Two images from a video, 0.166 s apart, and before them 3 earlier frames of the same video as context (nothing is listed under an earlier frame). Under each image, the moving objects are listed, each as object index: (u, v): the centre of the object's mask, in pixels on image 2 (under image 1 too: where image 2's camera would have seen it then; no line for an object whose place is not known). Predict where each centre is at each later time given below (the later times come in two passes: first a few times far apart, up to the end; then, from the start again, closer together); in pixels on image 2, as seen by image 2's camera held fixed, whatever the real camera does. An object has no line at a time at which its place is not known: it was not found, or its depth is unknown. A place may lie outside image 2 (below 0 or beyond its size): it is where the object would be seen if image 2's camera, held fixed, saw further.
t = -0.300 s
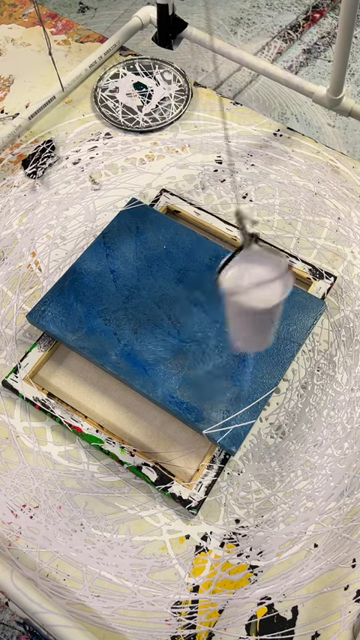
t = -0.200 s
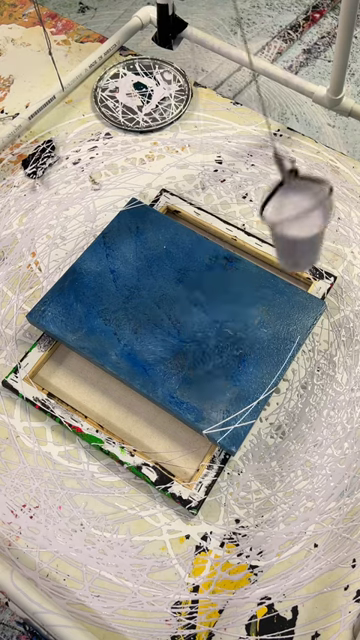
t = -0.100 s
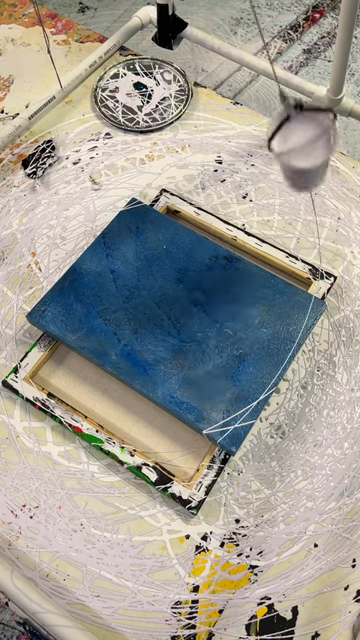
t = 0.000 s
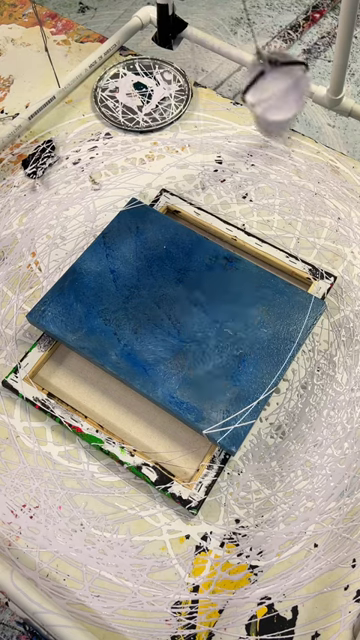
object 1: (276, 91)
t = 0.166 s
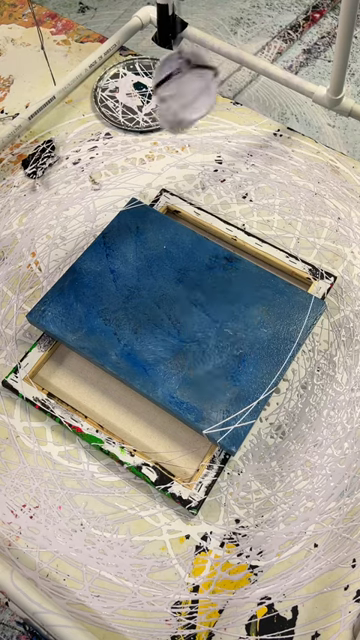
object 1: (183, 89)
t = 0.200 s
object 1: (162, 102)
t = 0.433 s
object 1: (54, 248)
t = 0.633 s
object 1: (94, 365)
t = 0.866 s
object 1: (251, 317)
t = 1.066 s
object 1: (279, 166)
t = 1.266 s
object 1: (202, 73)
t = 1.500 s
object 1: (91, 155)
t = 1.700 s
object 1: (82, 303)
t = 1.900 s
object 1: (192, 374)
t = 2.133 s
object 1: (285, 266)
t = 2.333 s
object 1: (233, 128)
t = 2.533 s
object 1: (130, 84)
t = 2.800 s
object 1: (74, 230)
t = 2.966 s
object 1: (143, 337)
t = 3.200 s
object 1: (287, 333)
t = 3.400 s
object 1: (281, 215)
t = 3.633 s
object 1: (155, 104)
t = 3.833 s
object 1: (62, 129)
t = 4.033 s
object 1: (81, 255)
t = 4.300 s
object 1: (264, 338)
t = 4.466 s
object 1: (324, 277)
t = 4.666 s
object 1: (251, 180)
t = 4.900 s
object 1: (95, 118)
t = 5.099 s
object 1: (36, 178)
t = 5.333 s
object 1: (145, 305)
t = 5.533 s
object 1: (300, 304)
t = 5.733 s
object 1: (324, 223)
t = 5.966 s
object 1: (180, 149)
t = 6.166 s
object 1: (50, 148)
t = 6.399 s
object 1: (51, 248)
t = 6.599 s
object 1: (201, 308)
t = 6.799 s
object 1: (329, 256)
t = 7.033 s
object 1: (279, 174)
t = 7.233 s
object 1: (130, 155)
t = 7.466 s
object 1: (26, 202)
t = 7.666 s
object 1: (88, 286)
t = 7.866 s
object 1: (252, 288)
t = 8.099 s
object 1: (329, 194)
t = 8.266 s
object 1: (256, 157)
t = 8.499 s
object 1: (89, 177)
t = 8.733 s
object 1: (29, 251)
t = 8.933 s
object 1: (138, 305)
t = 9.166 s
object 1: (301, 236)
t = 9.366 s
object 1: (303, 156)
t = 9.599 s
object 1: (163, 160)
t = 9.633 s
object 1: (140, 168)
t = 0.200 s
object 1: (162, 102)
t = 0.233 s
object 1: (141, 117)
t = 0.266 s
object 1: (122, 134)
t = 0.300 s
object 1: (104, 156)
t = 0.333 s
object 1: (88, 178)
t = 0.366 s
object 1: (73, 200)
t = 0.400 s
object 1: (62, 225)
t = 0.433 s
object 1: (54, 248)
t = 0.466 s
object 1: (50, 273)
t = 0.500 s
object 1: (50, 295)
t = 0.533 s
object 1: (53, 317)
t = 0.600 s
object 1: (77, 353)
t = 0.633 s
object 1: (94, 365)
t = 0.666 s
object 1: (116, 372)
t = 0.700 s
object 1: (140, 375)
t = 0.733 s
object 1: (164, 373)
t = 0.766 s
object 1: (189, 366)
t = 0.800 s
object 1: (212, 354)
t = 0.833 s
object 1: (233, 338)
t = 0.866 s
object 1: (251, 317)
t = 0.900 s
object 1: (265, 293)
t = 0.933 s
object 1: (275, 269)
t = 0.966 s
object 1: (281, 243)
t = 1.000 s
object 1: (284, 217)
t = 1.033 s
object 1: (283, 191)
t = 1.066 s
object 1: (279, 166)
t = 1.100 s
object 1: (271, 141)
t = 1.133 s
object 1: (261, 120)
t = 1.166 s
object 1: (247, 104)
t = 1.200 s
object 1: (234, 89)
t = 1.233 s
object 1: (220, 79)
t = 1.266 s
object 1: (202, 73)
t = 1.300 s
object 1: (184, 73)
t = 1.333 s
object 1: (167, 77)
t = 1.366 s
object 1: (149, 86)
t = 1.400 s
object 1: (133, 98)
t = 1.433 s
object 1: (118, 113)
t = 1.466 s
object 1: (103, 133)
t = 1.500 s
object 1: (91, 155)
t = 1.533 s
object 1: (82, 179)
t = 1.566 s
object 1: (75, 204)
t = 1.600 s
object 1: (72, 229)
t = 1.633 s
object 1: (71, 256)
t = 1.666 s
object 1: (74, 280)
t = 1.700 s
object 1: (82, 303)
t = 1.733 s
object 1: (93, 325)
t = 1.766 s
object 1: (108, 343)
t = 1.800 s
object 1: (126, 357)
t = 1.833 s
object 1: (147, 368)
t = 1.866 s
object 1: (169, 374)
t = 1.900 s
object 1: (192, 374)
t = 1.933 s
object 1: (214, 369)
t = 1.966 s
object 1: (234, 361)
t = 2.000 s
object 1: (251, 348)
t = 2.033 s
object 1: (265, 330)
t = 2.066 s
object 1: (276, 311)
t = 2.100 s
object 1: (283, 288)
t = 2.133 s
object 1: (285, 266)
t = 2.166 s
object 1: (283, 242)
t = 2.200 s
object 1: (278, 217)
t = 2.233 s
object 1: (271, 193)
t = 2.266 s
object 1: (260, 170)
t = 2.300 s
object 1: (247, 147)
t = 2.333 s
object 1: (233, 128)
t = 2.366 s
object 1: (217, 110)
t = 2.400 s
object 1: (200, 97)
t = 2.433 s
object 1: (182, 88)
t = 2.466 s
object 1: (165, 82)
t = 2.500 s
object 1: (148, 80)
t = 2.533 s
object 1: (130, 84)
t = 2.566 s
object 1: (115, 91)
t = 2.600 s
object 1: (101, 103)
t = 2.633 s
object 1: (89, 118)
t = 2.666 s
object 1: (79, 136)
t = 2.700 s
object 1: (72, 158)
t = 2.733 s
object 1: (69, 180)
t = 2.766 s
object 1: (69, 204)
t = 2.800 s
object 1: (74, 230)
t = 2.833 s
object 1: (80, 255)
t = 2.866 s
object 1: (91, 279)
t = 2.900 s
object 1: (105, 302)
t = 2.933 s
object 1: (123, 322)
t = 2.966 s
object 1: (143, 337)
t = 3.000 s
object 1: (165, 350)
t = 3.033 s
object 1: (189, 358)
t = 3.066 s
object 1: (212, 362)
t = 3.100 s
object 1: (235, 360)
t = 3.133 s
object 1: (256, 353)
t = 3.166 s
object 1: (273, 344)
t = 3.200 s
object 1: (287, 333)
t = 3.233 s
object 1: (298, 314)
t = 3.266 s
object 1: (303, 296)
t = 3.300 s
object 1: (304, 277)
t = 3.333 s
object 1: (300, 256)
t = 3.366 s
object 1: (292, 236)
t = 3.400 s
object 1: (281, 215)
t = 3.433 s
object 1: (268, 194)
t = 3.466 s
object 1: (252, 176)
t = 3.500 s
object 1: (234, 155)
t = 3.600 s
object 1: (174, 112)
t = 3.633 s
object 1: (155, 104)
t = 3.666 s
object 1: (136, 98)
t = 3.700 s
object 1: (117, 97)
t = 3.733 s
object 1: (100, 99)
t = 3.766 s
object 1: (85, 106)
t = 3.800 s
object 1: (72, 116)
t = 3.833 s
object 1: (62, 129)
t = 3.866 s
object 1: (56, 146)
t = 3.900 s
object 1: (53, 165)
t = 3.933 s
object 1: (53, 186)
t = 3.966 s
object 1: (59, 209)
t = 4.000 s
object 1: (68, 232)
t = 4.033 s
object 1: (81, 255)
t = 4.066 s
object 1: (97, 277)
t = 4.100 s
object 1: (117, 297)
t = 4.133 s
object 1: (139, 313)
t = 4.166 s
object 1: (163, 326)
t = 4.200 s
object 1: (189, 336)
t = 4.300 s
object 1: (264, 338)
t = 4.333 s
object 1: (285, 331)
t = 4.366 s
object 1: (302, 321)
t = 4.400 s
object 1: (315, 308)
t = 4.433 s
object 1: (322, 293)
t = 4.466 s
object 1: (324, 277)
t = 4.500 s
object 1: (322, 260)
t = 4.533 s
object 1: (315, 241)
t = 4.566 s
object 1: (303, 226)
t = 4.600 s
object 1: (288, 208)
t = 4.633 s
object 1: (271, 194)
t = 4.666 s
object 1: (251, 180)
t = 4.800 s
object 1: (159, 129)
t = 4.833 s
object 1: (139, 122)
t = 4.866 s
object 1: (116, 119)
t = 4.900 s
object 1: (95, 118)
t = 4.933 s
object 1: (78, 121)
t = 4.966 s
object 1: (62, 133)
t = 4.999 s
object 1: (50, 135)
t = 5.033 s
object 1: (42, 146)
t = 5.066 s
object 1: (37, 161)
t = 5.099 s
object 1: (36, 178)
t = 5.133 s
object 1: (38, 199)
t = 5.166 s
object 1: (47, 216)
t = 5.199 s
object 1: (60, 237)
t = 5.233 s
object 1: (76, 258)
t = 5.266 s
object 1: (96, 276)
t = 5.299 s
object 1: (119, 292)
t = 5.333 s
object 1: (145, 305)
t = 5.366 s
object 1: (172, 314)
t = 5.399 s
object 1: (200, 320)
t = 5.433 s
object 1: (228, 322)
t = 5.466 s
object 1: (254, 320)
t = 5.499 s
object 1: (280, 314)
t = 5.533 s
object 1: (300, 304)
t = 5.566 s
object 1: (317, 292)
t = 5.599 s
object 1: (328, 281)
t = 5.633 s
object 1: (331, 267)
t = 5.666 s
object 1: (333, 253)
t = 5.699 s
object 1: (331, 239)
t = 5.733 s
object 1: (324, 223)
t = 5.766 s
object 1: (311, 210)
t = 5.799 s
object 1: (294, 197)
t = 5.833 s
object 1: (275, 186)
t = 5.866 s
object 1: (254, 177)
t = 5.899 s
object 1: (229, 164)
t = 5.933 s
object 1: (205, 156)
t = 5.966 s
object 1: (180, 149)
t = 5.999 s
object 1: (155, 144)
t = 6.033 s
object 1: (130, 141)
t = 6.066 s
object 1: (107, 140)
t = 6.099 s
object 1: (85, 140)
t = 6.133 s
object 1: (66, 143)
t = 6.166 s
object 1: (50, 148)
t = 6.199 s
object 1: (37, 156)
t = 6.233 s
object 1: (31, 166)
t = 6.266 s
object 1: (28, 180)
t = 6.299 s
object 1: (28, 195)
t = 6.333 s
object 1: (30, 211)
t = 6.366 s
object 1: (37, 230)
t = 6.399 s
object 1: (51, 248)
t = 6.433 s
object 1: (69, 264)
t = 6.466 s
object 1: (92, 279)
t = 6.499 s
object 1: (116, 291)
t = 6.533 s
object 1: (144, 300)
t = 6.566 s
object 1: (172, 307)
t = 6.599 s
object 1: (201, 308)
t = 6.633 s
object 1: (230, 307)
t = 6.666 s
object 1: (257, 302)
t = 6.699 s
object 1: (282, 292)
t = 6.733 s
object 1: (302, 281)
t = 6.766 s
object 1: (320, 268)
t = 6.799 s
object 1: (329, 256)
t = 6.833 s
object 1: (333, 242)
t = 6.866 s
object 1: (334, 229)
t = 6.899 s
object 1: (332, 216)
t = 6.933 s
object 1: (327, 203)
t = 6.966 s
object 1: (315, 191)
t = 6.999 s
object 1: (299, 183)
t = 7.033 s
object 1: (279, 174)
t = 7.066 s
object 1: (256, 167)
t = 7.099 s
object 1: (233, 162)
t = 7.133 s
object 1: (207, 158)
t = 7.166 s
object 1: (182, 155)
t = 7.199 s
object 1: (156, 154)
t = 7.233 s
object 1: (130, 155)
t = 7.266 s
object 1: (107, 157)
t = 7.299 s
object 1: (83, 161)
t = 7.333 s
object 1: (64, 165)
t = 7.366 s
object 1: (46, 174)
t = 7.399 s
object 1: (34, 180)
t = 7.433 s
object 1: (28, 190)
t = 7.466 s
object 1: (26, 202)
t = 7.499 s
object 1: (26, 215)
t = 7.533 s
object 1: (27, 230)
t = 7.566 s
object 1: (34, 245)
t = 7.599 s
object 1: (47, 262)
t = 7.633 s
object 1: (66, 275)
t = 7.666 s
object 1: (88, 286)
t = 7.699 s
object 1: (113, 294)
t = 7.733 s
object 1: (141, 300)
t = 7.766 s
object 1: (169, 303)
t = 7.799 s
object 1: (198, 301)
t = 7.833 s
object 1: (226, 296)
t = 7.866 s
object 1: (252, 288)
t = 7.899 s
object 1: (276, 276)
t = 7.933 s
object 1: (296, 263)
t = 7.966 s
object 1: (313, 249)
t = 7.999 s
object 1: (324, 234)
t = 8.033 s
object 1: (330, 221)
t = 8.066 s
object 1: (331, 207)
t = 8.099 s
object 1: (329, 194)
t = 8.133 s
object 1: (324, 183)
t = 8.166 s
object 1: (312, 174)
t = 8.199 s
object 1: (297, 167)
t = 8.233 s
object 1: (277, 161)
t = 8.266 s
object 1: (256, 157)
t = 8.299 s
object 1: (234, 156)
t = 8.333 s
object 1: (210, 156)
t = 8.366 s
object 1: (185, 157)
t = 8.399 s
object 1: (159, 160)
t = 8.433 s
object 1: (134, 164)
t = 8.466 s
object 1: (111, 170)
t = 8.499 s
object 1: (89, 177)
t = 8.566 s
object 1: (50, 194)
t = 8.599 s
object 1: (36, 204)
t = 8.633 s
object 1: (30, 214)
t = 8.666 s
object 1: (28, 223)
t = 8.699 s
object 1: (27, 237)
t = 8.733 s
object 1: (29, 251)
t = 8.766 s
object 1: (35, 264)
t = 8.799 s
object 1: (48, 278)
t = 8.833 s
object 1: (66, 288)
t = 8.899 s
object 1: (112, 302)
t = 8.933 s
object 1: (138, 305)
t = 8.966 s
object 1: (166, 303)
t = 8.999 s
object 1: (193, 299)
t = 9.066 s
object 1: (244, 280)
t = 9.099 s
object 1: (266, 267)
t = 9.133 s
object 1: (285, 252)
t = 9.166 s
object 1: (301, 236)
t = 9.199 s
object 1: (312, 219)
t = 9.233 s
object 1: (319, 204)
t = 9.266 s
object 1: (321, 190)
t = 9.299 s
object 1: (319, 176)
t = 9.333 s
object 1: (314, 166)
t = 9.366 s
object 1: (303, 156)
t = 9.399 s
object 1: (289, 150)
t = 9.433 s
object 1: (273, 147)
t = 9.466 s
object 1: (254, 146)
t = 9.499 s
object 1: (232, 147)
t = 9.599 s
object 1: (163, 160)
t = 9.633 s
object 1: (140, 168)
